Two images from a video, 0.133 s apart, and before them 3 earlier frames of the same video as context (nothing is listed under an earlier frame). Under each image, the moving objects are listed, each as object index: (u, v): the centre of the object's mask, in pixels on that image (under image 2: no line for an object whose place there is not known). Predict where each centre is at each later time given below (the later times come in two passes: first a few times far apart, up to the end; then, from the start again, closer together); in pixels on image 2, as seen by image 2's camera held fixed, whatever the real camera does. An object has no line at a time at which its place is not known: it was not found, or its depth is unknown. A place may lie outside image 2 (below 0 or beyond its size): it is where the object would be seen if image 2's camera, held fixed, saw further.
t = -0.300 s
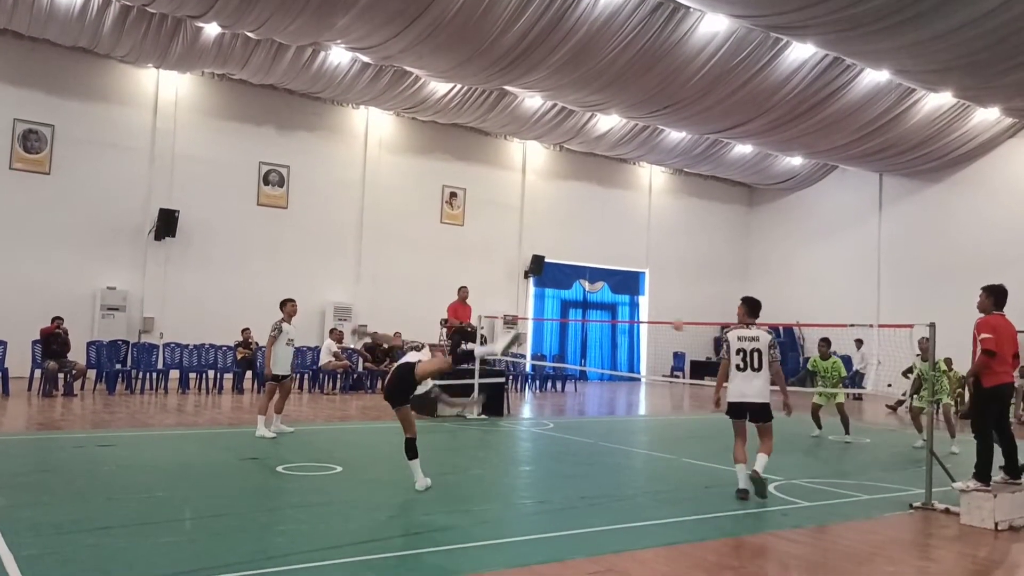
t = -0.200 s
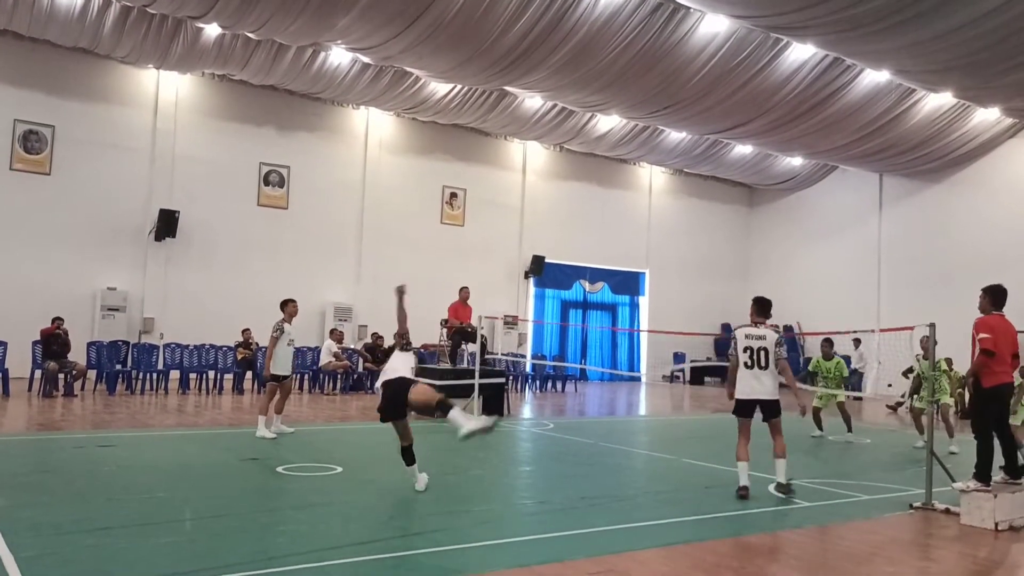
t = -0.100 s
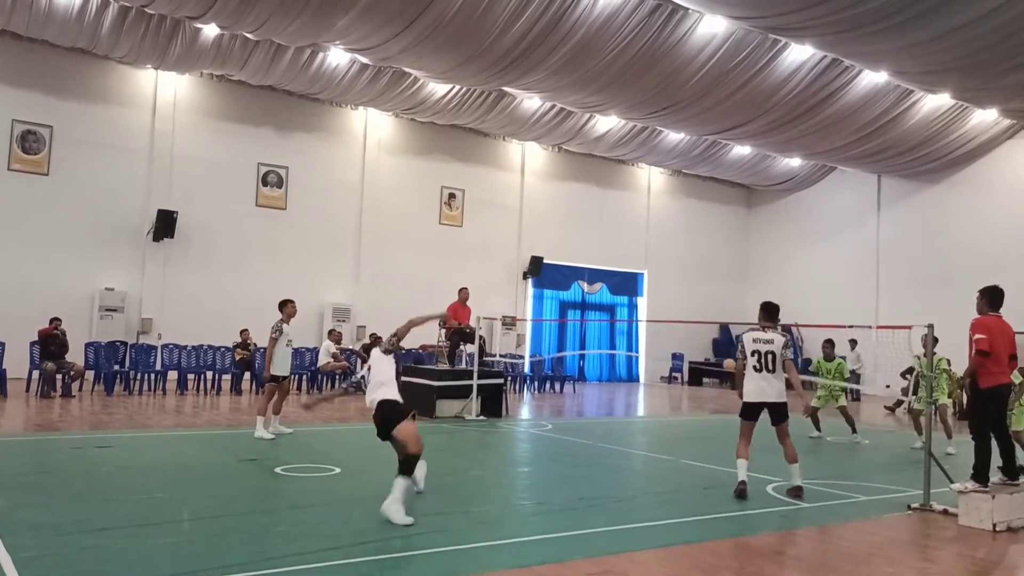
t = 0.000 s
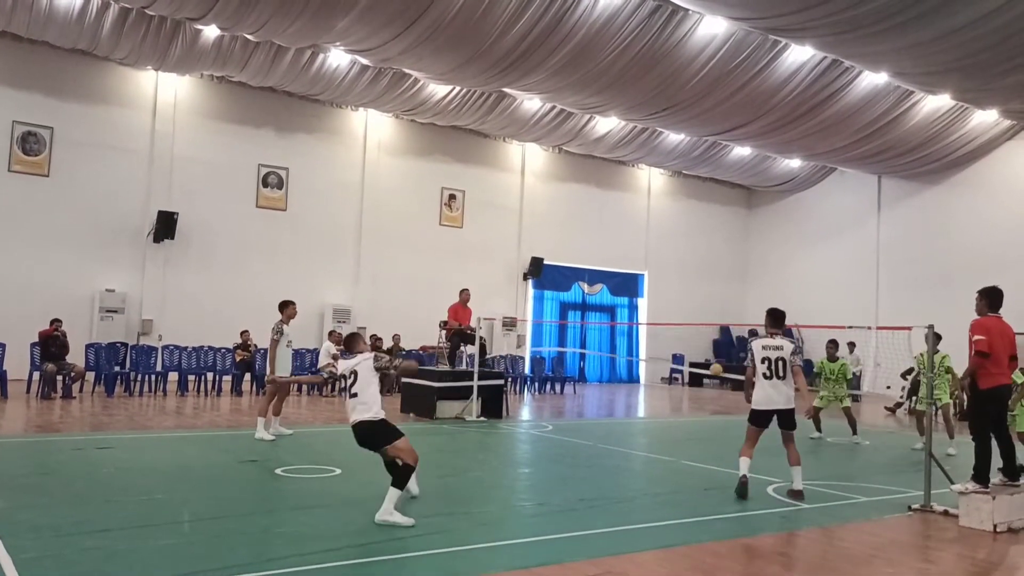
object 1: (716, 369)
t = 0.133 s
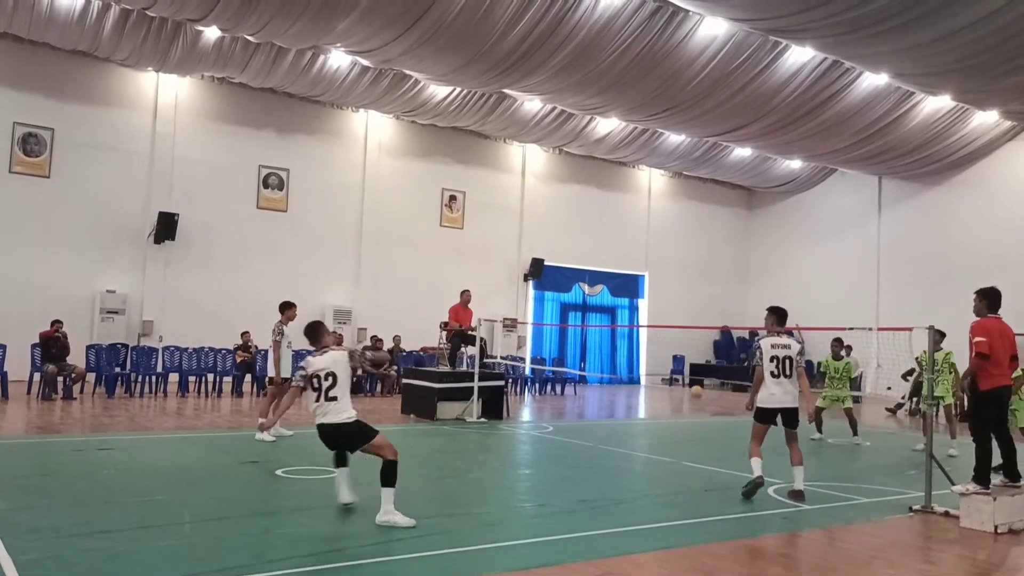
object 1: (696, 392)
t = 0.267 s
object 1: (675, 432)
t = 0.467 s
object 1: (651, 436)
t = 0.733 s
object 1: (626, 418)
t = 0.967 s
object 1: (601, 458)
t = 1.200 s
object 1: (576, 449)
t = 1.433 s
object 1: (548, 472)
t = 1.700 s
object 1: (514, 476)
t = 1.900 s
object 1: (493, 477)
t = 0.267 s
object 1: (675, 432)
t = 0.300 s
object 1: (670, 443)
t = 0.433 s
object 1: (654, 443)
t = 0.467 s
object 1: (651, 436)
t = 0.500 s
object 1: (648, 430)
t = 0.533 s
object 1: (645, 426)
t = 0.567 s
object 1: (642, 421)
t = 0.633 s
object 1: (636, 417)
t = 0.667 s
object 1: (632, 416)
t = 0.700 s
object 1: (629, 416)
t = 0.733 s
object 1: (626, 418)
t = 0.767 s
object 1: (622, 421)
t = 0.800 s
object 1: (619, 424)
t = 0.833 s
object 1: (615, 429)
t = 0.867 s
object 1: (612, 434)
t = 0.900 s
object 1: (608, 441)
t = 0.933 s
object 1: (604, 448)
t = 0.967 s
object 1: (601, 458)
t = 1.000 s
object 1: (597, 469)
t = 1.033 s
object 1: (593, 464)
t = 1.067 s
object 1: (589, 458)
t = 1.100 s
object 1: (587, 454)
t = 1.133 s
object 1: (582, 451)
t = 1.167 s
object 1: (579, 450)
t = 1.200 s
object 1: (576, 449)
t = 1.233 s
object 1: (572, 449)
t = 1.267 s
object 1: (568, 450)
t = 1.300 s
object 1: (563, 453)
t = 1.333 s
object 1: (560, 457)
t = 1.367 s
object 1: (556, 462)
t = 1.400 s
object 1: (552, 469)
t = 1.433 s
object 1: (548, 472)
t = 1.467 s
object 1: (544, 468)
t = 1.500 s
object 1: (540, 466)
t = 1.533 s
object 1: (536, 464)
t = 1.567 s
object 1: (532, 464)
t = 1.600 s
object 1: (528, 466)
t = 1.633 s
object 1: (523, 468)
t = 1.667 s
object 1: (519, 471)
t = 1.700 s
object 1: (514, 476)
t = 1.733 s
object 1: (511, 473)
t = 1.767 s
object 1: (508, 471)
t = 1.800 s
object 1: (504, 471)
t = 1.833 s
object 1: (500, 472)
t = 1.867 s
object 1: (497, 474)
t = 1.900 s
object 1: (493, 477)
